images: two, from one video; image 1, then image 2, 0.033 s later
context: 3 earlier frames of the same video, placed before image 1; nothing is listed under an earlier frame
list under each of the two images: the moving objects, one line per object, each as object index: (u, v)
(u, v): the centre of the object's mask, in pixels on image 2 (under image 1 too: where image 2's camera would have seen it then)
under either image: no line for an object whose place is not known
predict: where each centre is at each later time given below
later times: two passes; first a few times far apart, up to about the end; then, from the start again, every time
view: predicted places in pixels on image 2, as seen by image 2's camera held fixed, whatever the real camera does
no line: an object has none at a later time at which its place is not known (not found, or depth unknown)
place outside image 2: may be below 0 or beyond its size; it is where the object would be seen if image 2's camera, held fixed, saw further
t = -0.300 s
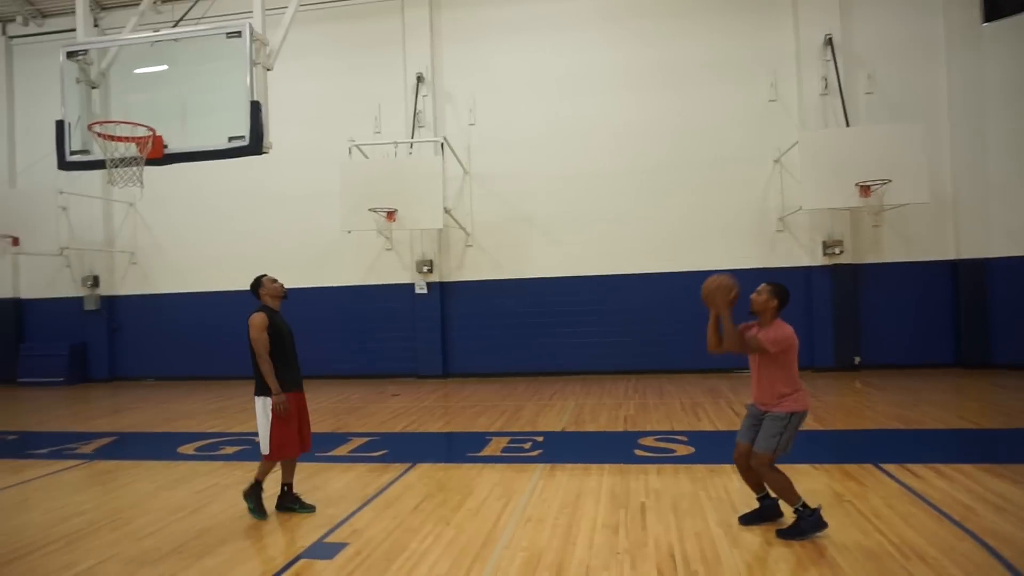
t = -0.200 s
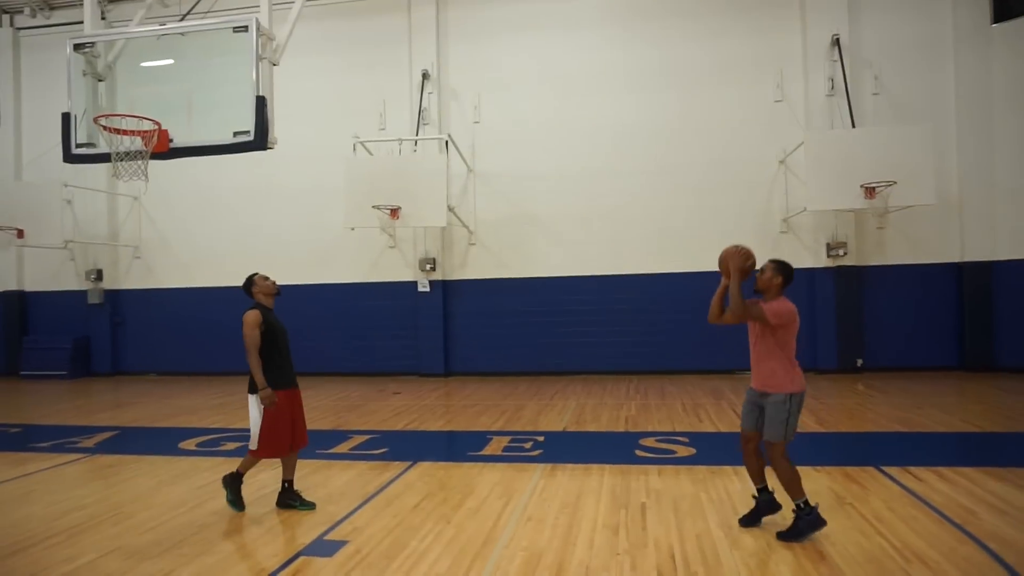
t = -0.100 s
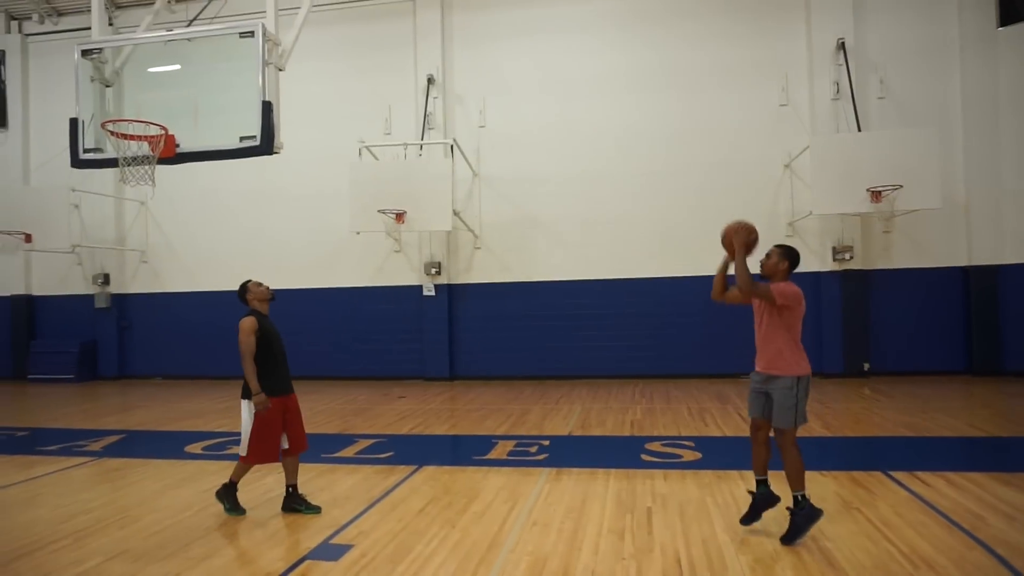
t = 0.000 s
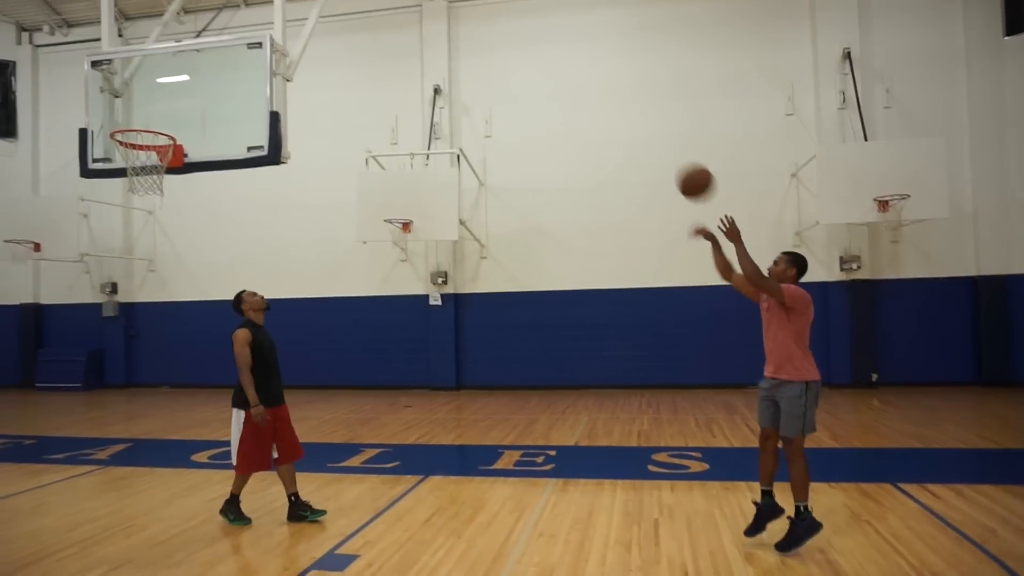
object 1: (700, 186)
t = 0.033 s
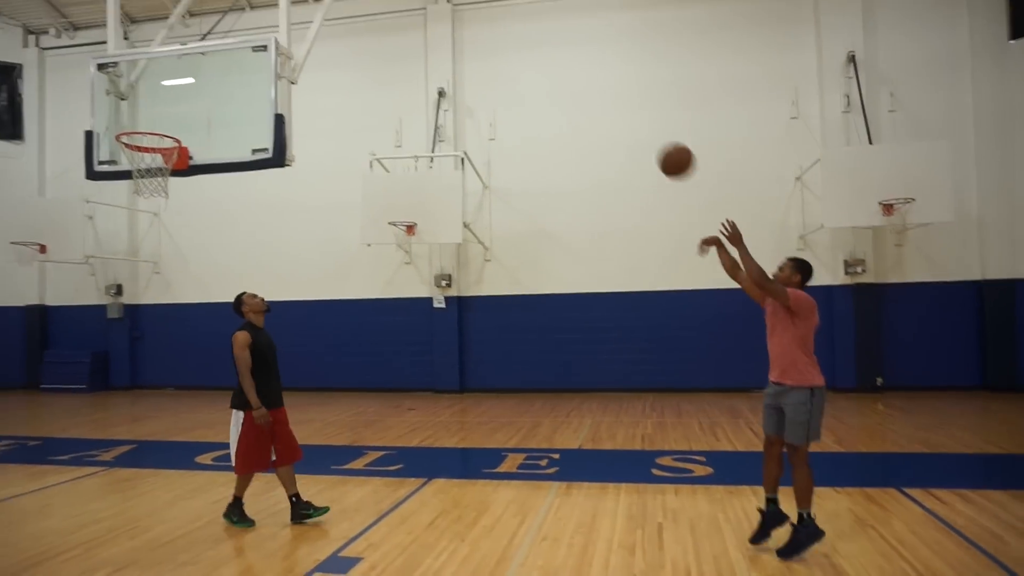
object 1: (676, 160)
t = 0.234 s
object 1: (543, 53)
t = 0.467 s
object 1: (404, 5)
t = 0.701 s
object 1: (279, 27)
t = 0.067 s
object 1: (652, 137)
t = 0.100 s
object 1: (629, 116)
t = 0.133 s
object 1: (607, 98)
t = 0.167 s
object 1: (585, 81)
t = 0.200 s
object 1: (563, 66)
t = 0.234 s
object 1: (543, 53)
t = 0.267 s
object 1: (521, 42)
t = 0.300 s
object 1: (501, 32)
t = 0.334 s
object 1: (481, 24)
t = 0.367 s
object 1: (461, 17)
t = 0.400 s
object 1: (443, 12)
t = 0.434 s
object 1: (423, 8)
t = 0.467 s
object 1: (404, 5)
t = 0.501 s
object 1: (386, 3)
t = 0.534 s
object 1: (367, 4)
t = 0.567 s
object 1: (349, 6)
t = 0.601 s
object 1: (330, 9)
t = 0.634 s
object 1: (313, 14)
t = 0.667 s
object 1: (297, 20)
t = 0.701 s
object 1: (279, 27)
